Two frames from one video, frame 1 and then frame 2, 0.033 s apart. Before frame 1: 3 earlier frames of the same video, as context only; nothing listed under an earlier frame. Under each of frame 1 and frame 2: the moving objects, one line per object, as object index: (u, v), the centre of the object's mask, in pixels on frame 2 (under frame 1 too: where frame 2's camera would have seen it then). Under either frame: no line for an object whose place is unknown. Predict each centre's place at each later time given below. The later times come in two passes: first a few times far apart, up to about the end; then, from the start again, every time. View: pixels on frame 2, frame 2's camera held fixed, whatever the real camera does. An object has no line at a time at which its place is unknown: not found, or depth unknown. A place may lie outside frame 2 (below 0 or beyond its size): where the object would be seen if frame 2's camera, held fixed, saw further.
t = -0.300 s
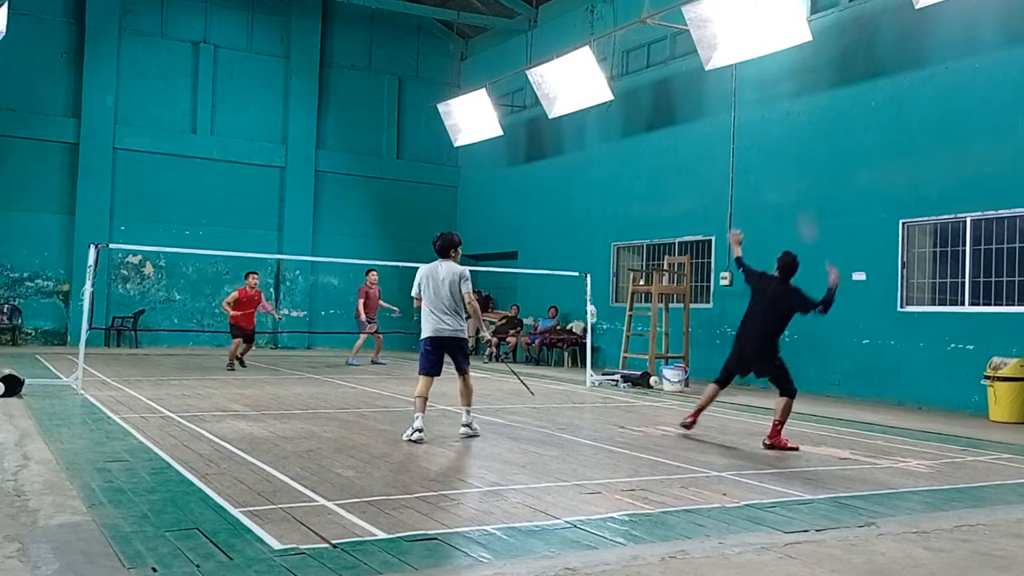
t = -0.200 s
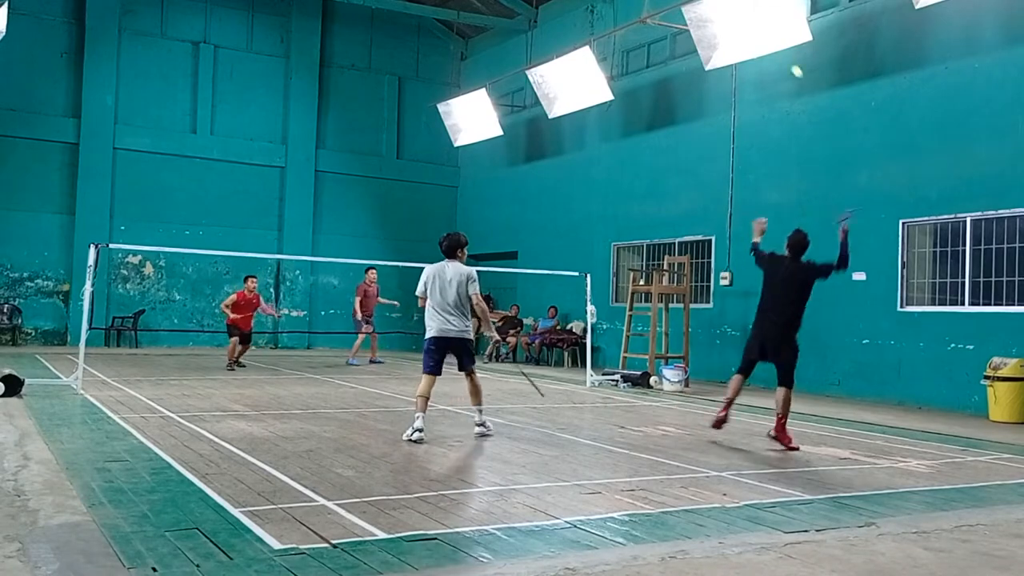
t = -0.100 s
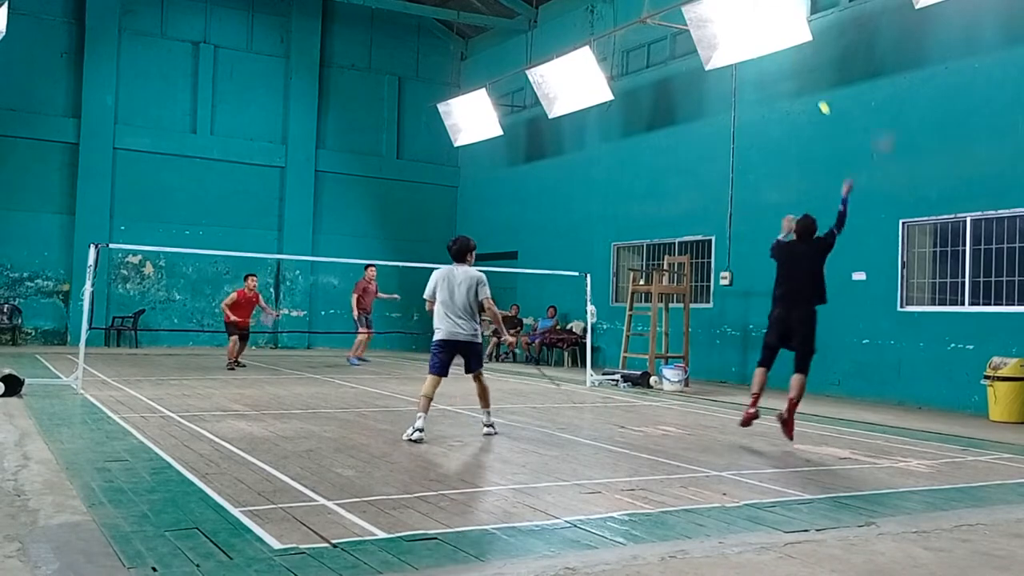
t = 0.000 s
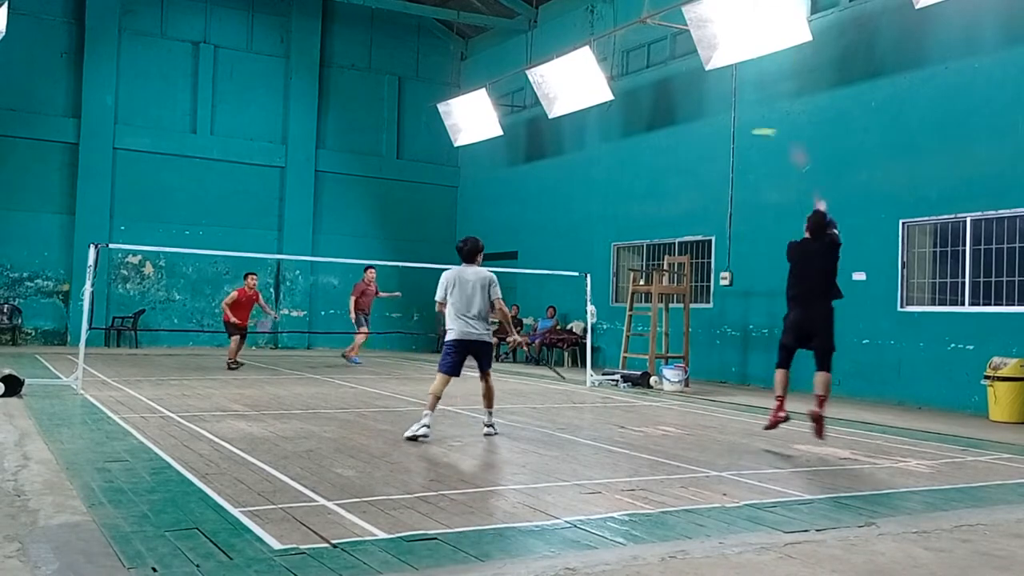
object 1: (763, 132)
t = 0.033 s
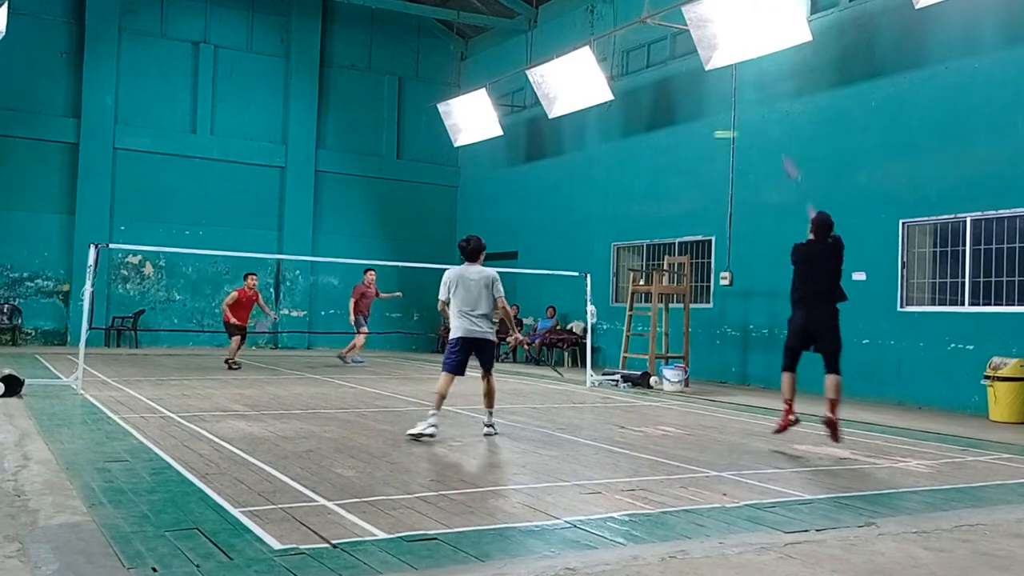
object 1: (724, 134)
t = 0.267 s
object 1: (597, 151)
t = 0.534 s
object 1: (529, 202)
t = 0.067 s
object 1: (699, 134)
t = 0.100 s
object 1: (678, 132)
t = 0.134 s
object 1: (658, 136)
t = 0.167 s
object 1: (640, 140)
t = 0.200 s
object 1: (624, 144)
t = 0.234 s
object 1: (609, 147)
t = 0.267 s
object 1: (597, 151)
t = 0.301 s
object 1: (585, 157)
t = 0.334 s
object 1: (575, 162)
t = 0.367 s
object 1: (564, 167)
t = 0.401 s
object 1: (558, 174)
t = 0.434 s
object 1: (549, 180)
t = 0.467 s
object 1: (542, 187)
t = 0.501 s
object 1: (535, 194)
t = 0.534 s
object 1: (529, 202)
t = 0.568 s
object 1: (523, 209)
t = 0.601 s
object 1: (517, 217)
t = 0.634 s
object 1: (512, 225)
